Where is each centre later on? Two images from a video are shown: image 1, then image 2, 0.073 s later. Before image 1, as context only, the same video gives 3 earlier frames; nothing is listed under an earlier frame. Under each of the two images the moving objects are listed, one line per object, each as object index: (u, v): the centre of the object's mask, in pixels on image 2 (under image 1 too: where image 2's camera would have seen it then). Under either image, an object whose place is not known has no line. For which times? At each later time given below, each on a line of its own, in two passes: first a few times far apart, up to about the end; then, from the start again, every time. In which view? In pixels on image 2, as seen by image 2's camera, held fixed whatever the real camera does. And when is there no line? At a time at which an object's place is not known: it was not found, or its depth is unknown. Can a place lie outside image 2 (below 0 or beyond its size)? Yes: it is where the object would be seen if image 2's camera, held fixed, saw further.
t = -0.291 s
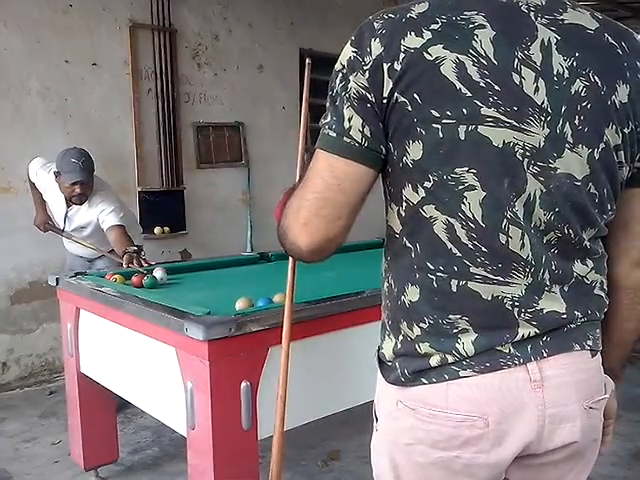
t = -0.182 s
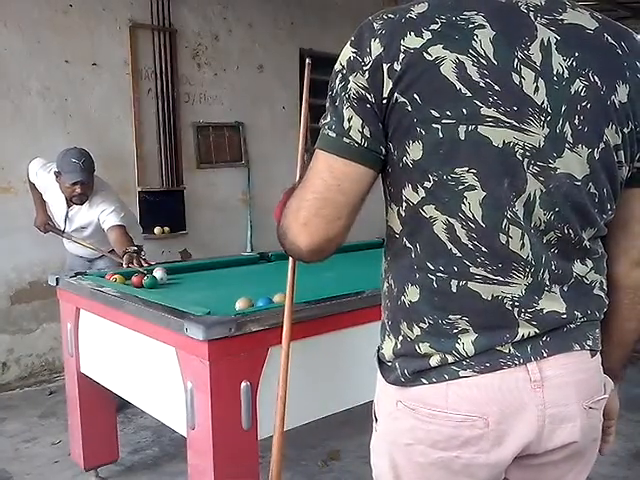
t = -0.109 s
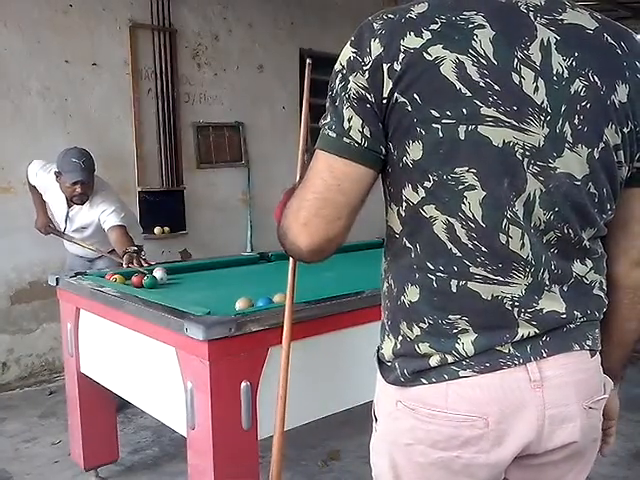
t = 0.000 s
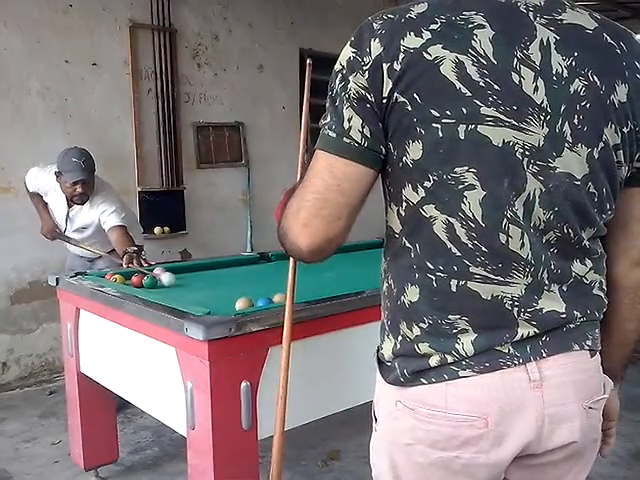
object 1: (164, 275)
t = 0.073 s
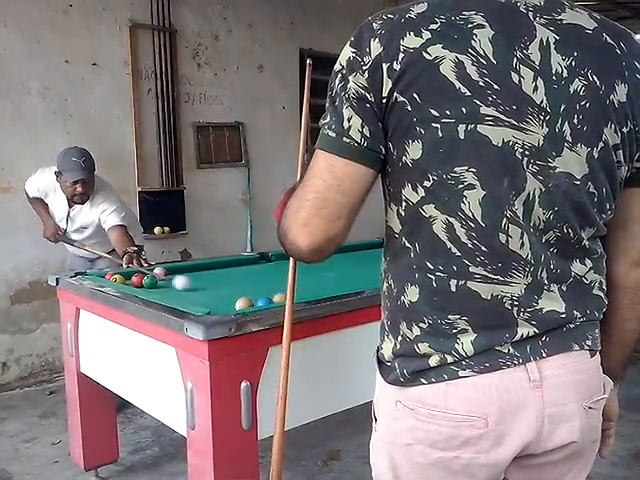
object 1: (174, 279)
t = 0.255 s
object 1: (223, 293)
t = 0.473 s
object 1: (261, 295)
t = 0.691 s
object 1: (279, 290)
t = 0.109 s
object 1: (188, 284)
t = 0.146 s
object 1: (202, 287)
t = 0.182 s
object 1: (209, 289)
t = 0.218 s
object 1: (216, 291)
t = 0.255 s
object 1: (223, 293)
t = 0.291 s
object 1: (231, 294)
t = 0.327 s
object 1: (238, 295)
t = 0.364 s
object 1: (248, 295)
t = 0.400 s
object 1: (255, 296)
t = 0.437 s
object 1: (258, 295)
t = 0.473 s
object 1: (261, 295)
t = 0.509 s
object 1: (264, 294)
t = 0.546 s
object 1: (268, 294)
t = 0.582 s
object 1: (270, 294)
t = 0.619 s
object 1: (272, 293)
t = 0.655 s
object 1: (276, 292)
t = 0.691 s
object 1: (279, 290)
